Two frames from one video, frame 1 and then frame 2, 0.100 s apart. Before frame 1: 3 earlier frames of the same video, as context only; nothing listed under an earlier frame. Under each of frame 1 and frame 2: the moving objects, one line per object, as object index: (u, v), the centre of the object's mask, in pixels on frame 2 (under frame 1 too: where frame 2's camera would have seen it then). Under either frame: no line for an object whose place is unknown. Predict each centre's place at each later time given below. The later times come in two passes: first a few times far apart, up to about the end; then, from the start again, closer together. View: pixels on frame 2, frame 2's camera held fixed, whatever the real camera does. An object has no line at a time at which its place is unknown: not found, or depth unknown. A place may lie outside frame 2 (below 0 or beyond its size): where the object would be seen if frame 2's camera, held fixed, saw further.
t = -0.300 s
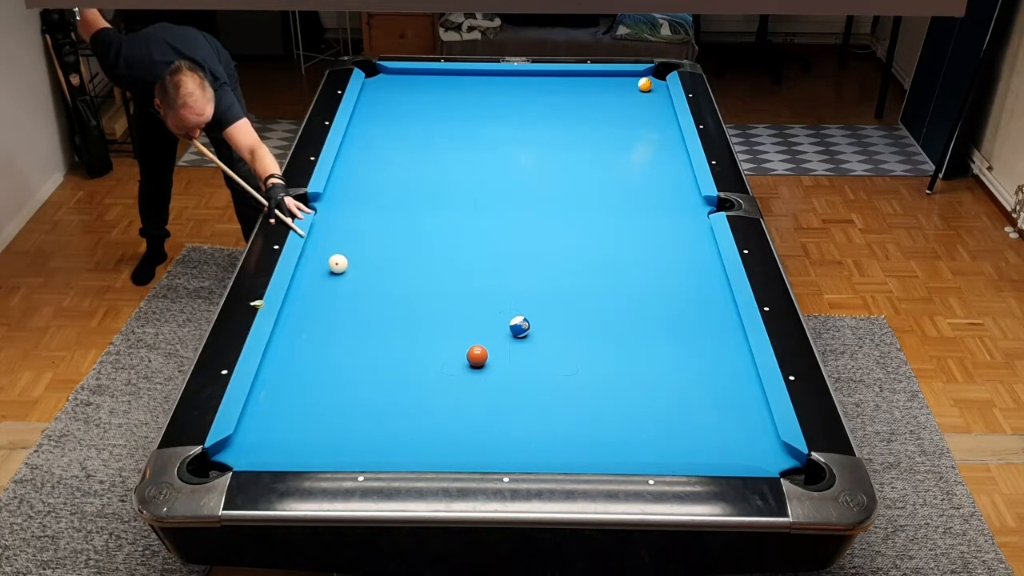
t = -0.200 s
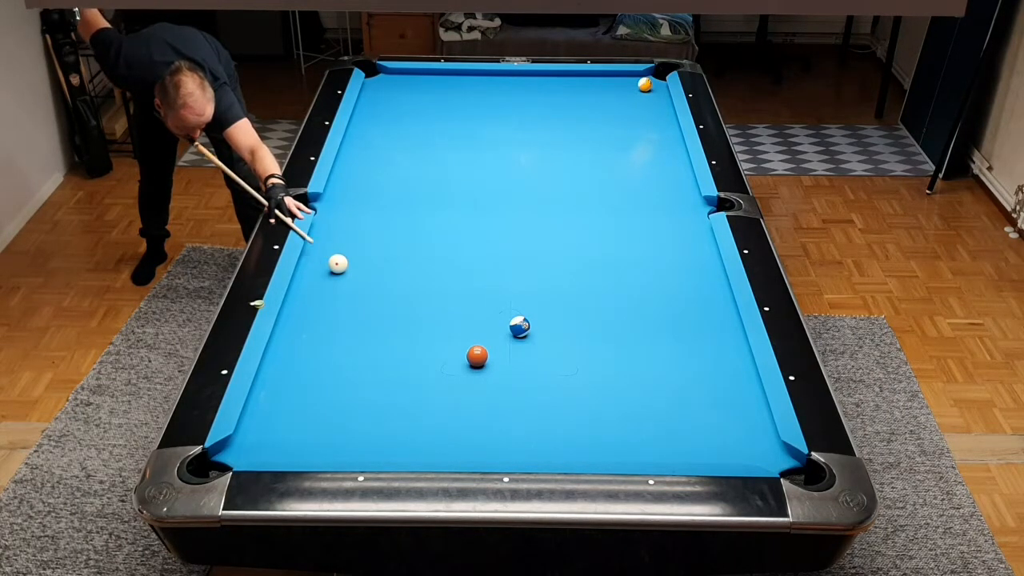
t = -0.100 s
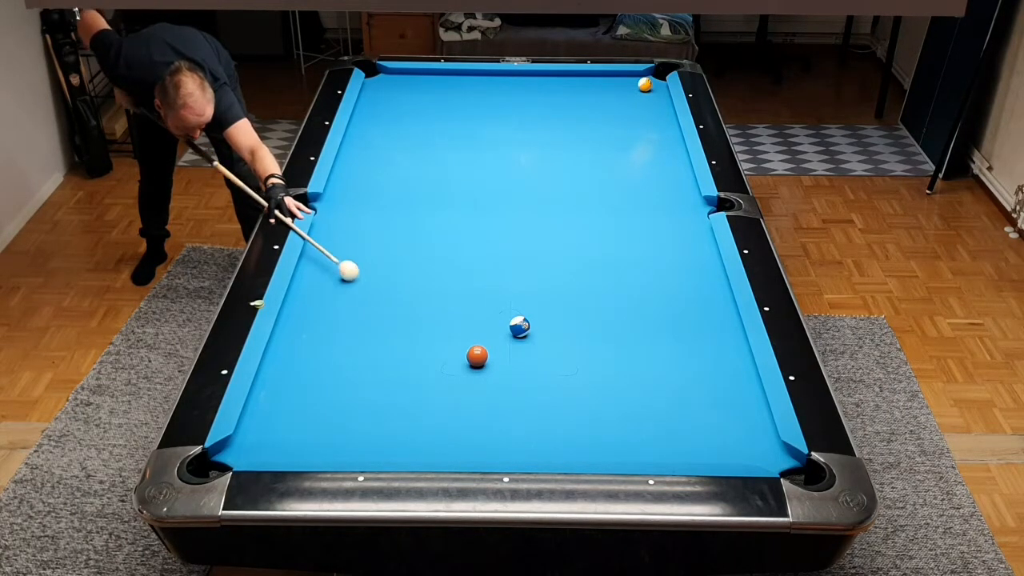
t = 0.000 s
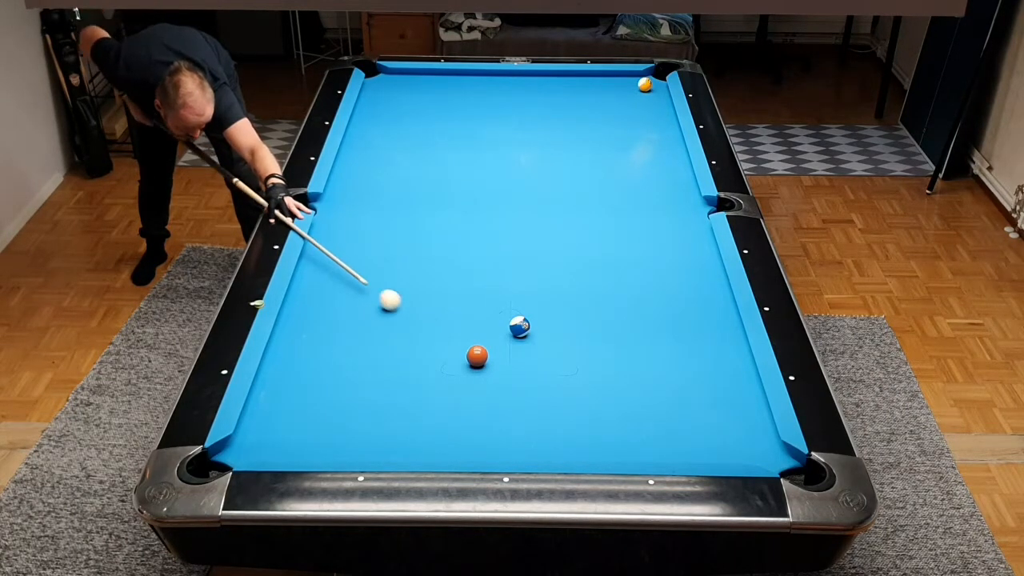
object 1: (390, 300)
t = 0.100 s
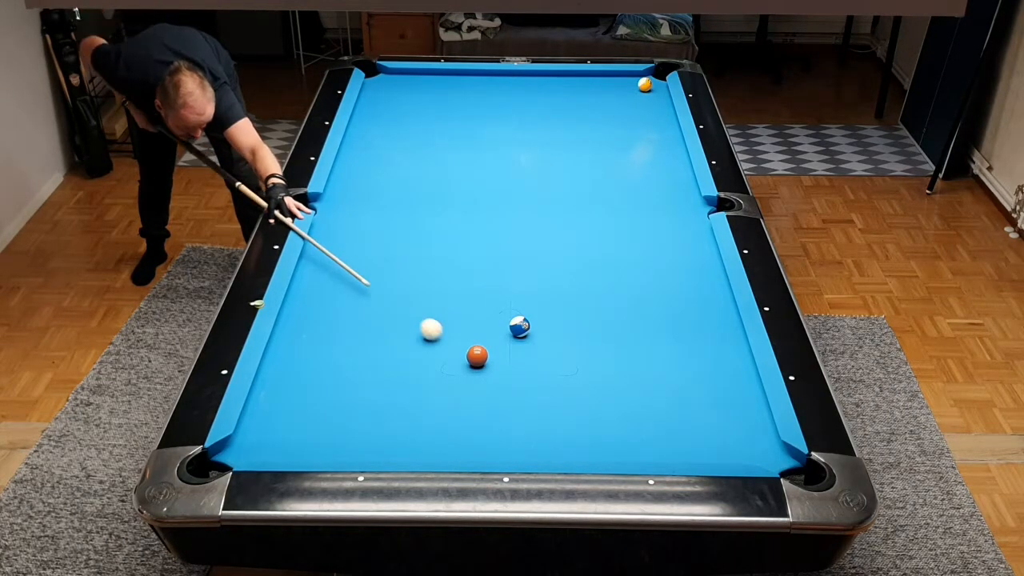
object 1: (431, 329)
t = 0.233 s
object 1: (451, 359)
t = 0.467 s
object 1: (448, 399)
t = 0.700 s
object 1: (451, 446)
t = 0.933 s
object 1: (446, 431)
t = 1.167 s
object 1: (440, 409)
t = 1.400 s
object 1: (435, 388)
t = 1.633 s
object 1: (431, 370)
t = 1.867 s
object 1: (426, 354)
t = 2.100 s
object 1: (423, 339)
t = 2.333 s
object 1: (420, 326)
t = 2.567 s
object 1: (417, 314)
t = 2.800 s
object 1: (415, 303)
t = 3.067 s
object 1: (413, 293)
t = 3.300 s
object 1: (412, 284)
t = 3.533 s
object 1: (411, 277)
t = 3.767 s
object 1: (409, 271)
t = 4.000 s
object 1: (409, 265)
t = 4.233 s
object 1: (408, 261)
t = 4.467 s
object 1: (408, 257)
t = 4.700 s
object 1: (407, 254)
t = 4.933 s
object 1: (407, 251)
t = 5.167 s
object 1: (406, 250)
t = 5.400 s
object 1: (406, 249)
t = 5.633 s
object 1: (407, 249)
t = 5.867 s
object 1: (407, 249)
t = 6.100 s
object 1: (407, 249)
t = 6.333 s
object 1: (407, 249)
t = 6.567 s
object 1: (407, 249)
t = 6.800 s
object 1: (407, 248)
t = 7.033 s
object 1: (407, 248)
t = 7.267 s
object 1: (407, 248)
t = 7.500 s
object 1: (407, 248)
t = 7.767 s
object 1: (407, 248)
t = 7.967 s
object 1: (407, 248)
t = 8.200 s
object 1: (407, 248)
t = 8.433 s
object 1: (407, 249)
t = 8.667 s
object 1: (407, 248)
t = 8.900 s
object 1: (407, 249)
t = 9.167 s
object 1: (407, 248)
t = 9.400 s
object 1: (407, 248)
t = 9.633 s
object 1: (407, 248)
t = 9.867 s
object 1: (407, 248)
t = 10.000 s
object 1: (407, 248)
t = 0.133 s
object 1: (445, 340)
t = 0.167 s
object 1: (458, 350)
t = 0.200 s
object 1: (454, 354)
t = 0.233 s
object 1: (451, 359)
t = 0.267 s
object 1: (449, 363)
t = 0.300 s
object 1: (447, 369)
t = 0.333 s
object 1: (446, 374)
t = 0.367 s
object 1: (447, 380)
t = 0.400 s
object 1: (447, 387)
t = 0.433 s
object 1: (448, 393)
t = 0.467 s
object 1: (448, 399)
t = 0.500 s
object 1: (448, 406)
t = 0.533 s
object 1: (449, 412)
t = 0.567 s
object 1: (449, 419)
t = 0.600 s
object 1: (450, 426)
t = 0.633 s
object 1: (450, 432)
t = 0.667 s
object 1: (451, 439)
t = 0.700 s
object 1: (451, 446)
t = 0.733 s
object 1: (451, 450)
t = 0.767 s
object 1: (451, 448)
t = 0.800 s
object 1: (450, 446)
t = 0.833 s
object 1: (449, 442)
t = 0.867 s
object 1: (448, 438)
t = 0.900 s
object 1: (447, 435)
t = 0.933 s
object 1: (446, 431)
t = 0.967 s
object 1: (445, 428)
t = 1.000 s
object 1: (444, 425)
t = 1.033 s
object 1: (443, 421)
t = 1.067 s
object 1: (443, 418)
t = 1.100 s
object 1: (442, 415)
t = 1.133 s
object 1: (441, 412)
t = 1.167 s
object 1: (440, 409)
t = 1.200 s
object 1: (439, 406)
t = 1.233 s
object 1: (439, 403)
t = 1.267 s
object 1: (438, 400)
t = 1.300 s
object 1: (437, 397)
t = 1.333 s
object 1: (437, 394)
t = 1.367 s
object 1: (436, 391)
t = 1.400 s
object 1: (435, 388)
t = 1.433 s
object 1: (434, 386)
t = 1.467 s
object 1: (434, 383)
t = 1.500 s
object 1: (433, 381)
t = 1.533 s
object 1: (432, 378)
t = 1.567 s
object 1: (432, 375)
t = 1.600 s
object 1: (431, 373)
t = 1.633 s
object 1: (431, 370)
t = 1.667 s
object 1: (430, 368)
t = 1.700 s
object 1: (429, 365)
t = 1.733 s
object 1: (429, 363)
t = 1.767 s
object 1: (428, 361)
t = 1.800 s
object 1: (427, 358)
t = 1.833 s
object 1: (427, 356)
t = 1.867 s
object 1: (426, 354)
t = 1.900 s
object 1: (426, 352)
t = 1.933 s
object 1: (425, 350)
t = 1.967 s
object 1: (425, 347)
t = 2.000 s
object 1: (424, 345)
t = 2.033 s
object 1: (424, 343)
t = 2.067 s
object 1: (423, 341)
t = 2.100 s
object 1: (423, 339)
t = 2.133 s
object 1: (422, 337)
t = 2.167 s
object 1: (422, 335)
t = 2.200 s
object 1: (422, 333)
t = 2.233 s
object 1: (421, 331)
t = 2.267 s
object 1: (421, 330)
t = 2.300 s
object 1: (420, 328)
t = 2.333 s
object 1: (420, 326)
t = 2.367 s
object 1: (420, 324)
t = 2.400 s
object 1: (419, 323)
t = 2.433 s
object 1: (419, 321)
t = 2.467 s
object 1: (418, 319)
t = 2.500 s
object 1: (418, 317)
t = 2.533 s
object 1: (418, 316)
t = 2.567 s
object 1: (417, 314)
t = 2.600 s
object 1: (417, 312)
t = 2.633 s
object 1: (417, 311)
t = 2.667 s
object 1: (416, 309)
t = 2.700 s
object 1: (416, 308)
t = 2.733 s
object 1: (416, 306)
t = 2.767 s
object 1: (416, 305)
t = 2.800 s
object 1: (415, 303)
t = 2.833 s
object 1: (415, 302)
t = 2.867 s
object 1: (415, 301)
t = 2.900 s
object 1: (415, 299)
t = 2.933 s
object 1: (414, 298)
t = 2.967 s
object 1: (414, 297)
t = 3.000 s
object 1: (414, 295)
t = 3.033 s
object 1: (414, 294)
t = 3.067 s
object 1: (413, 293)
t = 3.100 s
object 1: (413, 292)
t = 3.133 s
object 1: (413, 290)
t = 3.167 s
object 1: (413, 289)
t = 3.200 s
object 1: (412, 288)
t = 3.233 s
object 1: (412, 287)
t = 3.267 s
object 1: (412, 286)
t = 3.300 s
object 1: (412, 284)
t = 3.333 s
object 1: (412, 283)
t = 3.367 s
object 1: (411, 282)
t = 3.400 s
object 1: (411, 281)
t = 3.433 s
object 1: (411, 280)
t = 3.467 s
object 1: (411, 279)
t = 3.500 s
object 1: (411, 278)
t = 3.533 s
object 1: (411, 277)
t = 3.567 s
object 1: (410, 276)
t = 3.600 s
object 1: (410, 275)
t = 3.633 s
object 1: (410, 274)
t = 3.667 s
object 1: (410, 273)
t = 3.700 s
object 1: (410, 273)
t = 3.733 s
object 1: (410, 271)
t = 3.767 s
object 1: (409, 271)
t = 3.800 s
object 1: (409, 270)
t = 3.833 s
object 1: (409, 269)
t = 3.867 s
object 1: (409, 268)
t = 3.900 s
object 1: (409, 267)
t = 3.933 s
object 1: (409, 267)
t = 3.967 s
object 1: (409, 266)
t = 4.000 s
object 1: (409, 265)
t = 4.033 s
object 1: (409, 265)
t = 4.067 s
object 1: (409, 264)
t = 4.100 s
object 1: (409, 263)
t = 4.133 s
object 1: (409, 263)
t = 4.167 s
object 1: (408, 262)
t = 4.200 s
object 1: (408, 261)
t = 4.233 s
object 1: (408, 261)
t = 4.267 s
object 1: (408, 260)
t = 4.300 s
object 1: (408, 259)
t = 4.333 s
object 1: (408, 259)
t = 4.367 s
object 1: (408, 258)
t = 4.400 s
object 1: (408, 258)
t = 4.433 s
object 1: (408, 257)
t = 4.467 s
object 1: (408, 257)
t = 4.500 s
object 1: (408, 256)
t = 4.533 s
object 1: (408, 256)
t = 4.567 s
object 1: (408, 255)
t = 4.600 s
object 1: (407, 255)
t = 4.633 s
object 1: (407, 254)
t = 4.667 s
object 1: (407, 254)
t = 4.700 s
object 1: (407, 254)
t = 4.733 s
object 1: (407, 253)
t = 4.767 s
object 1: (407, 253)
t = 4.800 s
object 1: (407, 253)
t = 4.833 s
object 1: (407, 252)
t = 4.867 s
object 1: (407, 252)
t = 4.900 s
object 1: (407, 252)
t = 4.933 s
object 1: (407, 251)
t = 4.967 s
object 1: (407, 251)
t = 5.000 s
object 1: (407, 251)
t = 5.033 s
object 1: (407, 250)
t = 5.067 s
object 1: (407, 250)
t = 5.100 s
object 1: (406, 250)
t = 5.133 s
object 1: (406, 250)
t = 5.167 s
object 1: (406, 250)
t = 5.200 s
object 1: (407, 249)
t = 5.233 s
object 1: (406, 249)
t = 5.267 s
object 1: (407, 249)
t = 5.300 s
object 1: (406, 249)
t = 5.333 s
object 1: (406, 249)
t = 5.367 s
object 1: (406, 249)
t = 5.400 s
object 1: (406, 249)
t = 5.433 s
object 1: (406, 249)
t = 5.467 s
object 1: (407, 249)
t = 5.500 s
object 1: (407, 248)
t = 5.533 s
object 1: (407, 249)
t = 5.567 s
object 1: (407, 248)
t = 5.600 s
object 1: (407, 249)
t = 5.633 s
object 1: (407, 249)
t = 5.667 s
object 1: (407, 249)
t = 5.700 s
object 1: (407, 248)
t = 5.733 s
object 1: (407, 249)
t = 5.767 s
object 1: (407, 248)
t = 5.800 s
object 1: (407, 249)
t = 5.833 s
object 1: (407, 249)
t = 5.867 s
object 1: (407, 249)
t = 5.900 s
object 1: (407, 248)
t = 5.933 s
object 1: (407, 249)
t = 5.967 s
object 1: (407, 249)
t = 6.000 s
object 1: (407, 248)
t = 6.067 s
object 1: (407, 249)
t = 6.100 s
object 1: (407, 249)
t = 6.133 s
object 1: (407, 248)
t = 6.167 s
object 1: (407, 248)
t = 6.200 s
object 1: (407, 249)
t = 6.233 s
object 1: (407, 248)
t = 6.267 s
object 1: (407, 249)
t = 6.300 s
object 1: (407, 248)
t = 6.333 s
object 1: (407, 249)
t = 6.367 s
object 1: (407, 248)
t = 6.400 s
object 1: (407, 249)
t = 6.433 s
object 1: (407, 248)
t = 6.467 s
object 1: (407, 248)
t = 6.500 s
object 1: (407, 248)
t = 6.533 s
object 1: (407, 249)
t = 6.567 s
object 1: (407, 249)
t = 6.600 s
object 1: (407, 248)
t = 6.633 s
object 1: (407, 249)
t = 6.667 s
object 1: (407, 248)
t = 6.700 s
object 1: (407, 248)
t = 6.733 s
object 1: (407, 249)
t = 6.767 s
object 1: (407, 249)
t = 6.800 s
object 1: (407, 248)
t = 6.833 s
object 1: (407, 248)
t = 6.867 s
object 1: (407, 249)
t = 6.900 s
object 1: (407, 249)
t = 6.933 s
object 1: (407, 248)
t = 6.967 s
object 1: (407, 249)
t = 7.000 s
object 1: (407, 248)
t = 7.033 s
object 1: (407, 248)
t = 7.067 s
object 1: (407, 248)
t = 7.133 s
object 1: (407, 248)
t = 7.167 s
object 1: (407, 248)
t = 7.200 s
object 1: (407, 248)
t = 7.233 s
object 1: (407, 248)
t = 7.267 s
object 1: (407, 248)
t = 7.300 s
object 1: (407, 249)
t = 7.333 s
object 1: (407, 248)
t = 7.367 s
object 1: (407, 248)
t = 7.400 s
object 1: (407, 248)
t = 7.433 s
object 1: (407, 248)
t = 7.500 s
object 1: (407, 248)
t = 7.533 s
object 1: (407, 248)
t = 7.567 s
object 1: (407, 248)
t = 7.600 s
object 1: (407, 248)
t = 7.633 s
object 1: (407, 248)
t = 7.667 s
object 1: (407, 248)
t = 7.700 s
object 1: (407, 248)
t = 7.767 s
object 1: (407, 248)
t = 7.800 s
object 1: (407, 248)
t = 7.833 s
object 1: (407, 248)
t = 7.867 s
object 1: (407, 248)
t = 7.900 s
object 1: (407, 248)
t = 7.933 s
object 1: (407, 248)
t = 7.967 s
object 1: (407, 248)
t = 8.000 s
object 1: (407, 248)
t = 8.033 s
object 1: (407, 248)
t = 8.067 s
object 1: (407, 248)
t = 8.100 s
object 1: (407, 248)
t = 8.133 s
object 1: (407, 248)
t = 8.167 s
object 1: (407, 248)
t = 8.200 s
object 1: (407, 248)
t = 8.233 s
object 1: (407, 249)
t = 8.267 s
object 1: (407, 249)
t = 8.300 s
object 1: (407, 248)
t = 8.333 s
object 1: (407, 248)
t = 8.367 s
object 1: (407, 249)
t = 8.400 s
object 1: (407, 249)
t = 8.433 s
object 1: (407, 249)
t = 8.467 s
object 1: (407, 248)
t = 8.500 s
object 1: (407, 248)
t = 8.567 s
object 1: (407, 248)
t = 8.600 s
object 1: (407, 248)
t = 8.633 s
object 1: (407, 248)
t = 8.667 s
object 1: (407, 248)
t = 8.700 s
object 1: (407, 248)
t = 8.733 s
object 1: (407, 248)
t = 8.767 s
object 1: (407, 248)
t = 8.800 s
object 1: (407, 248)
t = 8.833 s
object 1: (407, 248)
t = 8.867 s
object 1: (407, 248)
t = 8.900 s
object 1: (407, 249)
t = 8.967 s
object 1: (407, 248)
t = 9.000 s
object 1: (407, 248)
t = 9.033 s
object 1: (407, 248)
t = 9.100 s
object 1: (407, 248)
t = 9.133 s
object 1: (407, 248)
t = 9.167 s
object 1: (407, 248)
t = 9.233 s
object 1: (407, 248)
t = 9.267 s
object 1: (407, 248)
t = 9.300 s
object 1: (407, 248)
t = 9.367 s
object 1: (407, 248)
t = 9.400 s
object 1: (407, 248)
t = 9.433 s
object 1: (407, 248)
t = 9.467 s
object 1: (407, 248)
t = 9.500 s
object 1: (407, 249)
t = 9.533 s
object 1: (407, 249)
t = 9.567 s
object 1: (407, 248)
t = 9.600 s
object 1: (407, 248)
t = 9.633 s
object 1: (407, 248)
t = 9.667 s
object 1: (407, 248)
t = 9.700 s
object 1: (407, 248)
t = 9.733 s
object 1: (407, 248)
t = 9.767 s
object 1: (407, 248)
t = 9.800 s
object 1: (407, 248)
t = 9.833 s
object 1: (407, 248)
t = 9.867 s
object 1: (407, 248)
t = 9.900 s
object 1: (407, 248)
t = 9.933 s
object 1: (407, 248)
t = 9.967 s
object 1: (407, 248)
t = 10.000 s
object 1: (407, 248)
